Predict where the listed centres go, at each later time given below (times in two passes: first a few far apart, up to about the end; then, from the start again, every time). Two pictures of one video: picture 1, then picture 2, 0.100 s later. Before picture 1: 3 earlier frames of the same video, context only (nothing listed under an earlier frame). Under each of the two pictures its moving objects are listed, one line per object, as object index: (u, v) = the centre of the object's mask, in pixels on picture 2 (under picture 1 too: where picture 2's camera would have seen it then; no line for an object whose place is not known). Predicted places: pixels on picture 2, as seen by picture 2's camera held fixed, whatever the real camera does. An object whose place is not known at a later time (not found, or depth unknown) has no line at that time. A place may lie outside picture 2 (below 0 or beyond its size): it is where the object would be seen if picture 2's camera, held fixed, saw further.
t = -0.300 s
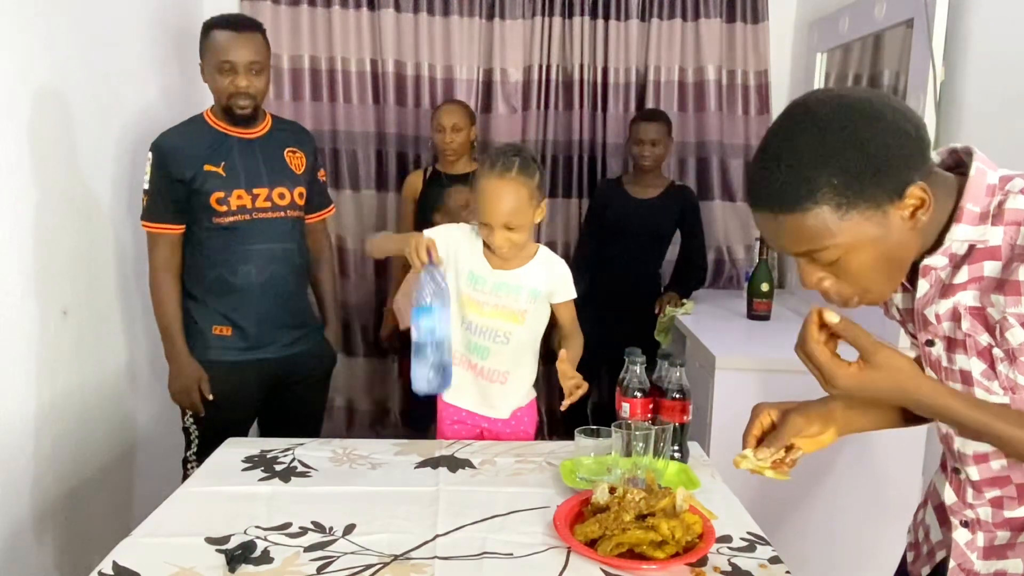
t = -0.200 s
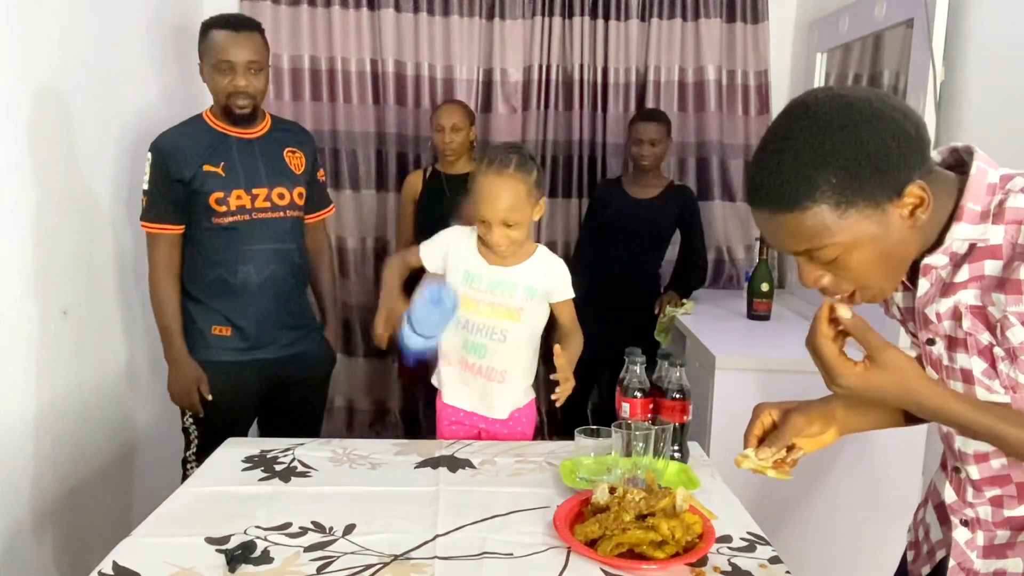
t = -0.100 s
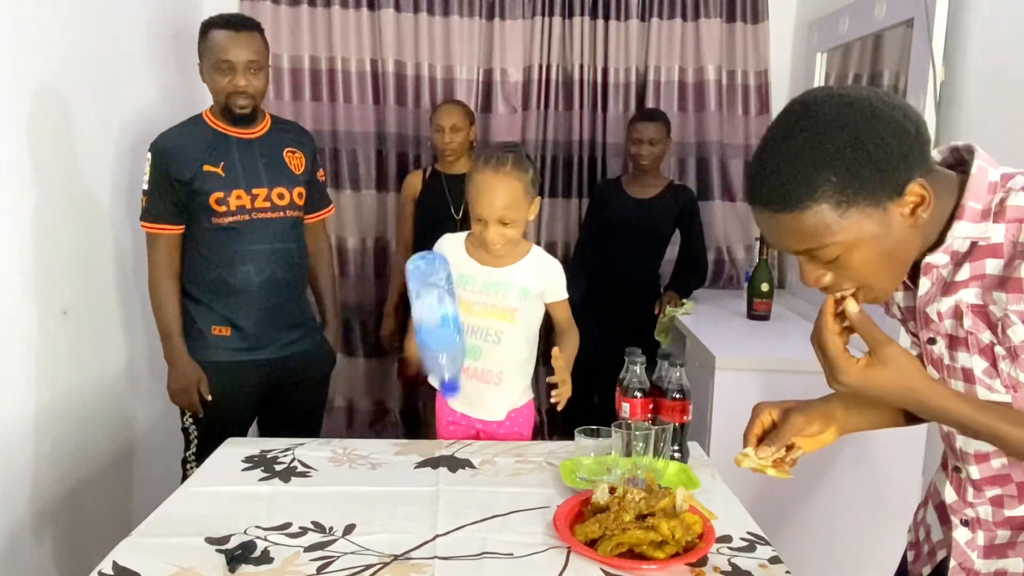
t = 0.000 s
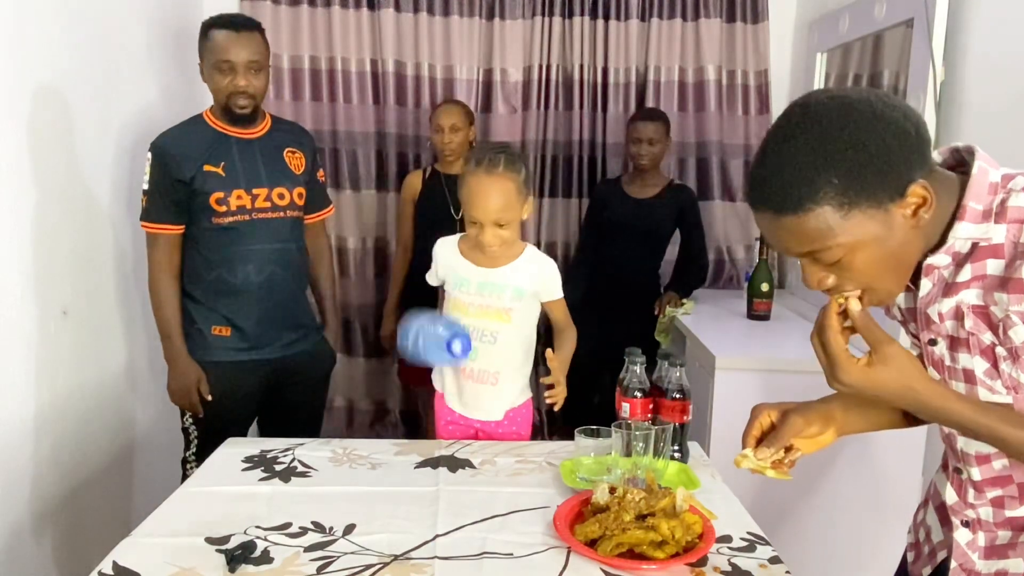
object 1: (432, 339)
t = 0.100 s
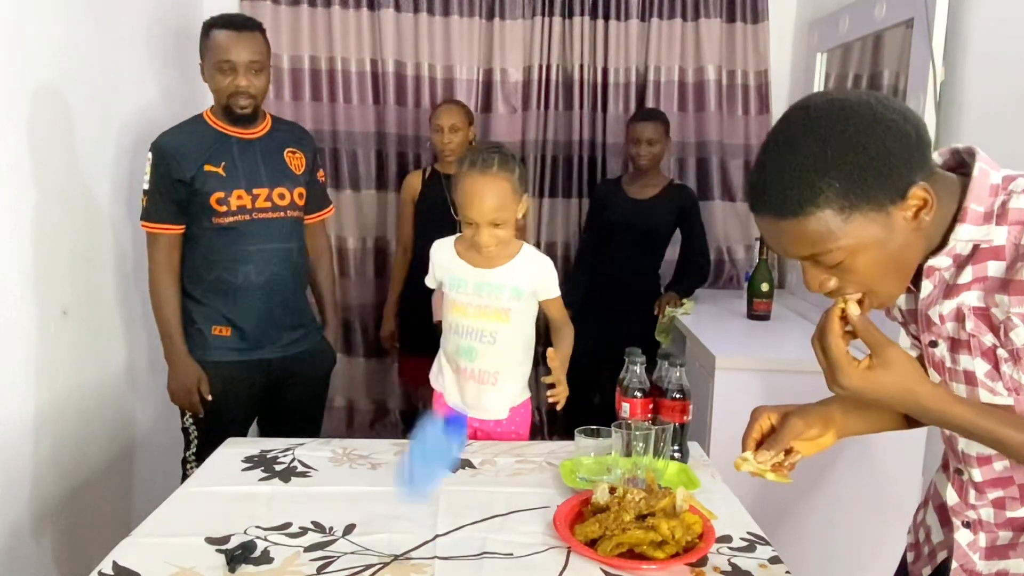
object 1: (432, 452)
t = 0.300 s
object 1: (414, 537)
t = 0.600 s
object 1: (355, 545)
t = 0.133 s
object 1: (432, 489)
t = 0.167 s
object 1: (434, 525)
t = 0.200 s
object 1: (428, 533)
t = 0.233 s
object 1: (423, 536)
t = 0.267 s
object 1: (418, 537)
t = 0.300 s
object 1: (414, 537)
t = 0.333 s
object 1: (409, 538)
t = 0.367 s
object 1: (403, 539)
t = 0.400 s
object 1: (398, 540)
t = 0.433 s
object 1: (392, 541)
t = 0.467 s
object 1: (386, 542)
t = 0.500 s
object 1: (379, 542)
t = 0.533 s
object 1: (372, 542)
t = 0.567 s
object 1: (364, 542)
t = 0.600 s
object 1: (355, 545)
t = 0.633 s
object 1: (346, 557)
